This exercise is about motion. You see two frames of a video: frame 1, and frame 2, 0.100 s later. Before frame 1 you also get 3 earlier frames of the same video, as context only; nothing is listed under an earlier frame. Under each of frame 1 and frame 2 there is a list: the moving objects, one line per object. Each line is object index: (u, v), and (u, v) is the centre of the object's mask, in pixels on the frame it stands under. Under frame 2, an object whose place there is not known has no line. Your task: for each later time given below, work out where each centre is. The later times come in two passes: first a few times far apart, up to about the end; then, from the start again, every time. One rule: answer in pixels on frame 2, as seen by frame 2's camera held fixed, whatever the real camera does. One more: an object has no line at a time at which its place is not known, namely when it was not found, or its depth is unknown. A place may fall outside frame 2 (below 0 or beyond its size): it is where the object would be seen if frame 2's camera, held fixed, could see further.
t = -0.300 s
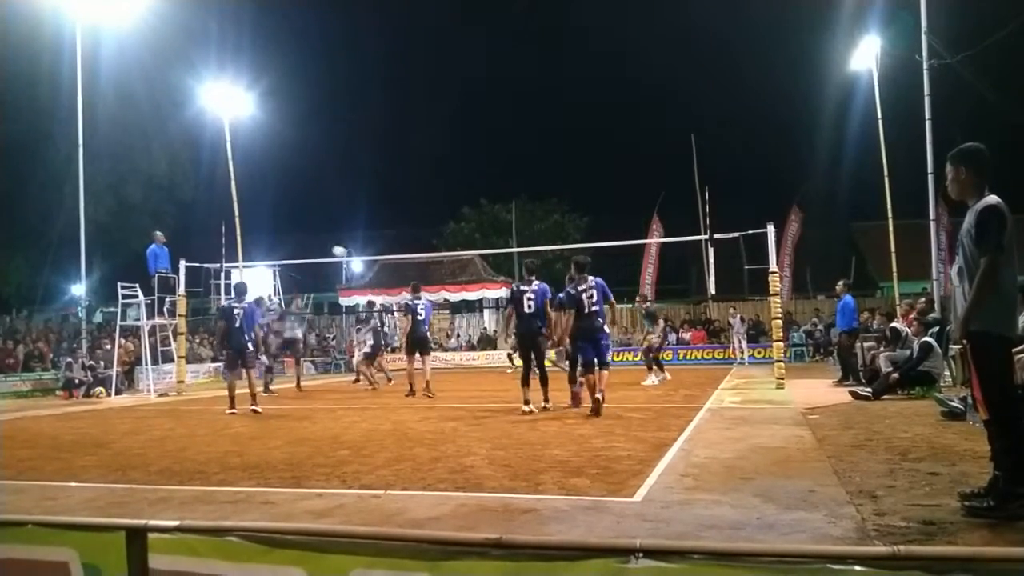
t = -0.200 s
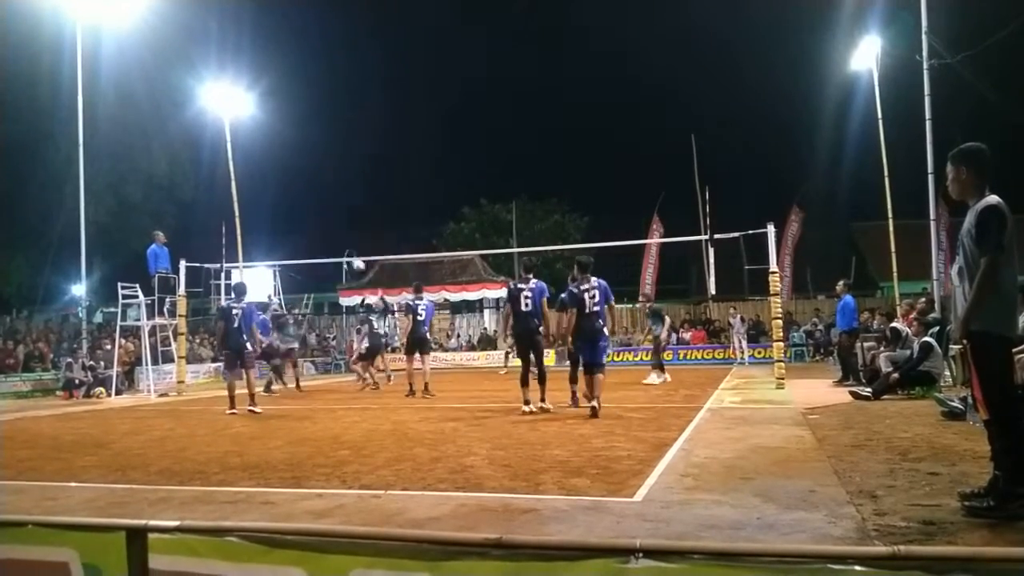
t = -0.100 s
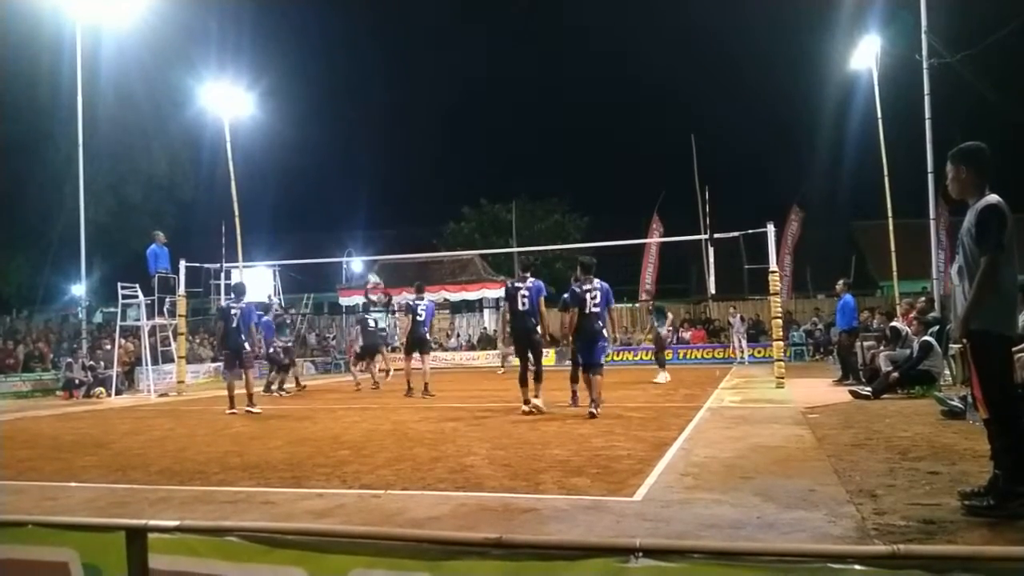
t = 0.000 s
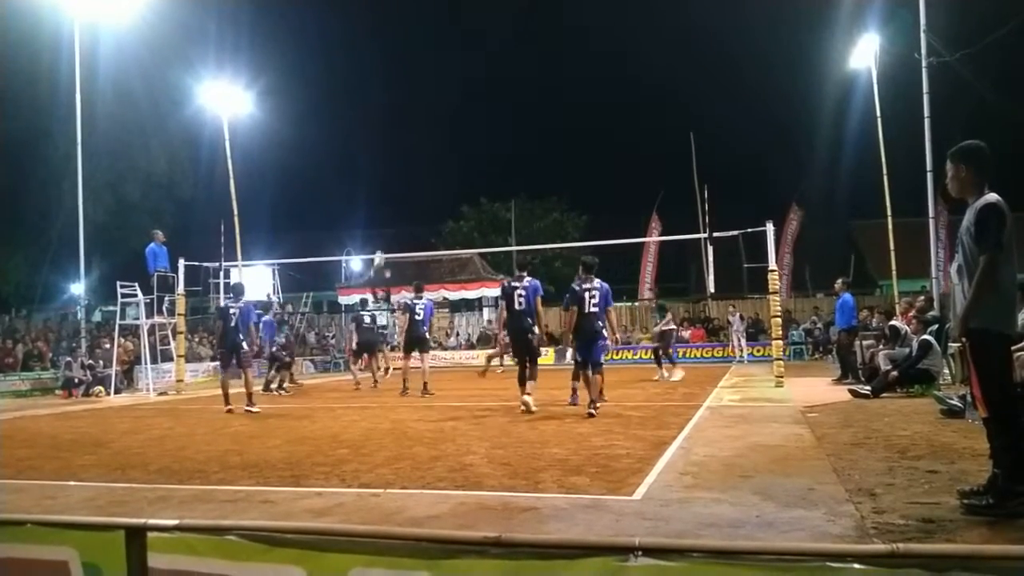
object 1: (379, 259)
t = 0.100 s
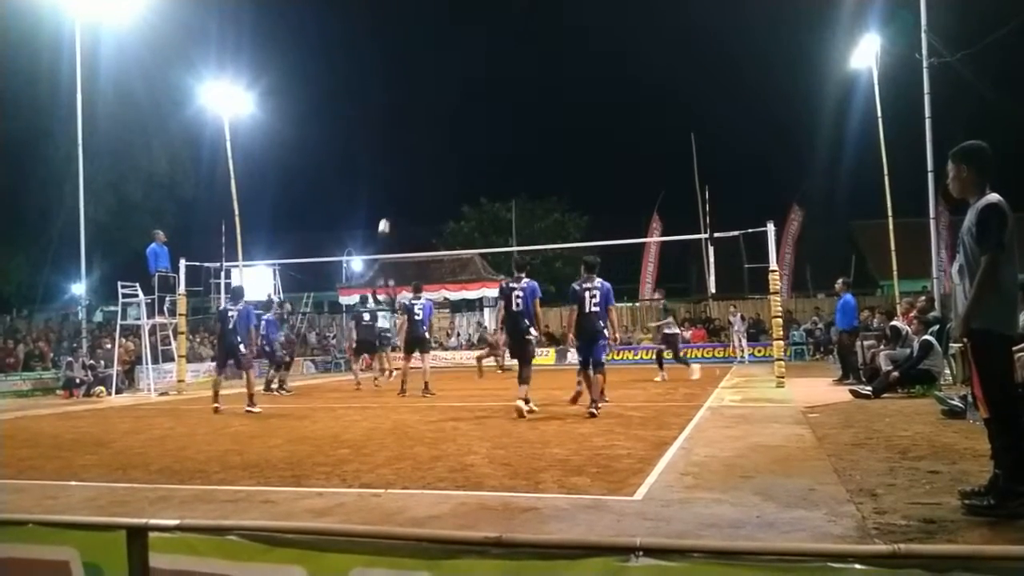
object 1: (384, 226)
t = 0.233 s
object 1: (389, 189)
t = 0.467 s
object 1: (398, 145)
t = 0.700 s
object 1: (409, 125)
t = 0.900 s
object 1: (419, 128)
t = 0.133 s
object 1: (385, 216)
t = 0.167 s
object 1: (386, 206)
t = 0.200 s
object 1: (387, 198)
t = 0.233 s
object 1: (389, 189)
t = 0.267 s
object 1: (390, 182)
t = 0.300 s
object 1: (391, 175)
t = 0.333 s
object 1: (393, 168)
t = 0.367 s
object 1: (394, 161)
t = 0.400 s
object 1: (395, 155)
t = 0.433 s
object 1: (397, 150)
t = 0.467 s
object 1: (398, 145)
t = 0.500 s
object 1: (400, 140)
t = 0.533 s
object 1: (401, 137)
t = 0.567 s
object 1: (402, 133)
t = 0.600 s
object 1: (404, 130)
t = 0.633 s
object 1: (406, 128)
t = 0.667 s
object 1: (407, 126)
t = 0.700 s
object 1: (409, 125)
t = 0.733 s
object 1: (411, 124)
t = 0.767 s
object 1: (412, 124)
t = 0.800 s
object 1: (414, 124)
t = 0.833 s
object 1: (416, 125)
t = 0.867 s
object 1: (417, 126)
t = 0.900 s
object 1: (419, 128)
